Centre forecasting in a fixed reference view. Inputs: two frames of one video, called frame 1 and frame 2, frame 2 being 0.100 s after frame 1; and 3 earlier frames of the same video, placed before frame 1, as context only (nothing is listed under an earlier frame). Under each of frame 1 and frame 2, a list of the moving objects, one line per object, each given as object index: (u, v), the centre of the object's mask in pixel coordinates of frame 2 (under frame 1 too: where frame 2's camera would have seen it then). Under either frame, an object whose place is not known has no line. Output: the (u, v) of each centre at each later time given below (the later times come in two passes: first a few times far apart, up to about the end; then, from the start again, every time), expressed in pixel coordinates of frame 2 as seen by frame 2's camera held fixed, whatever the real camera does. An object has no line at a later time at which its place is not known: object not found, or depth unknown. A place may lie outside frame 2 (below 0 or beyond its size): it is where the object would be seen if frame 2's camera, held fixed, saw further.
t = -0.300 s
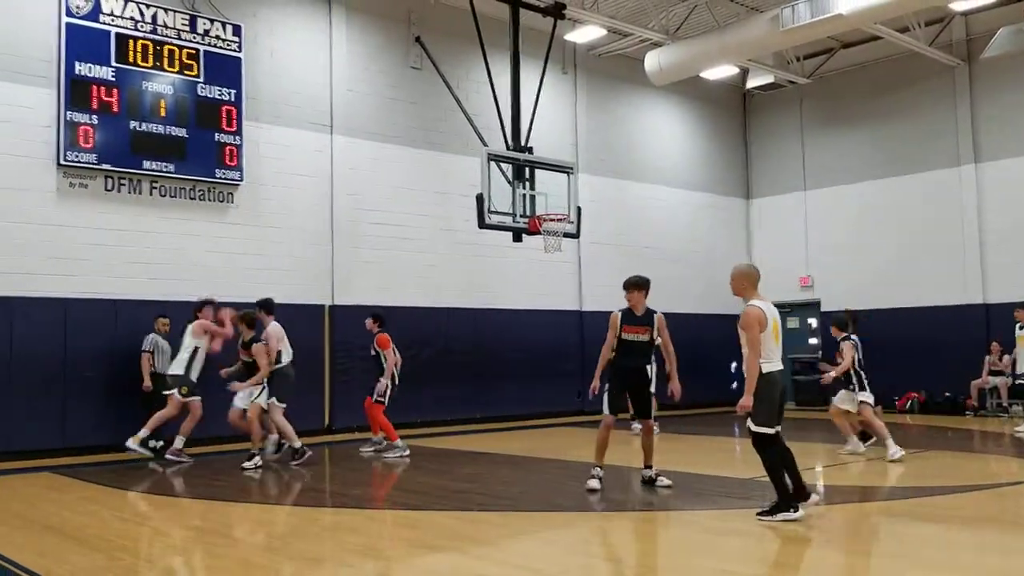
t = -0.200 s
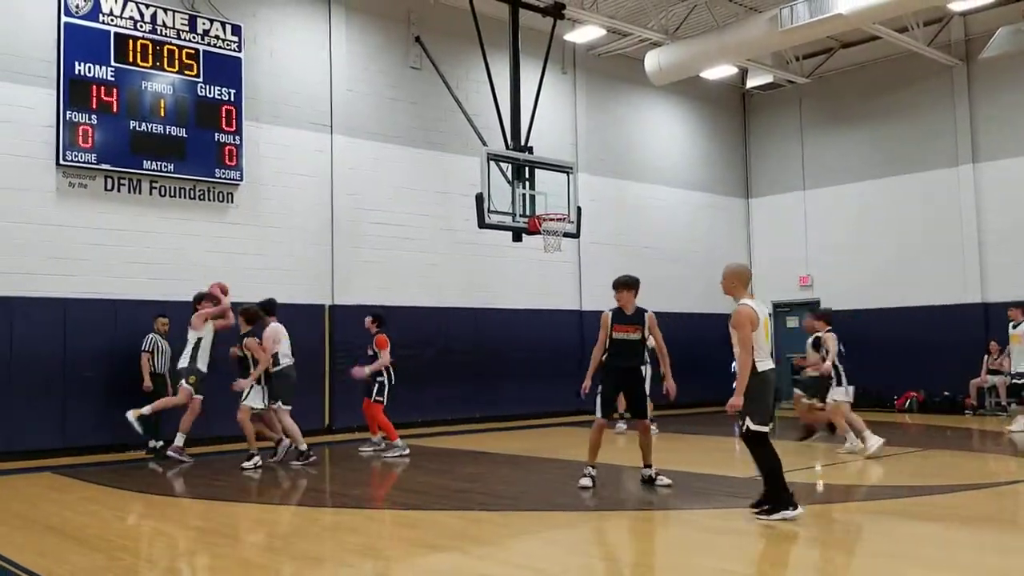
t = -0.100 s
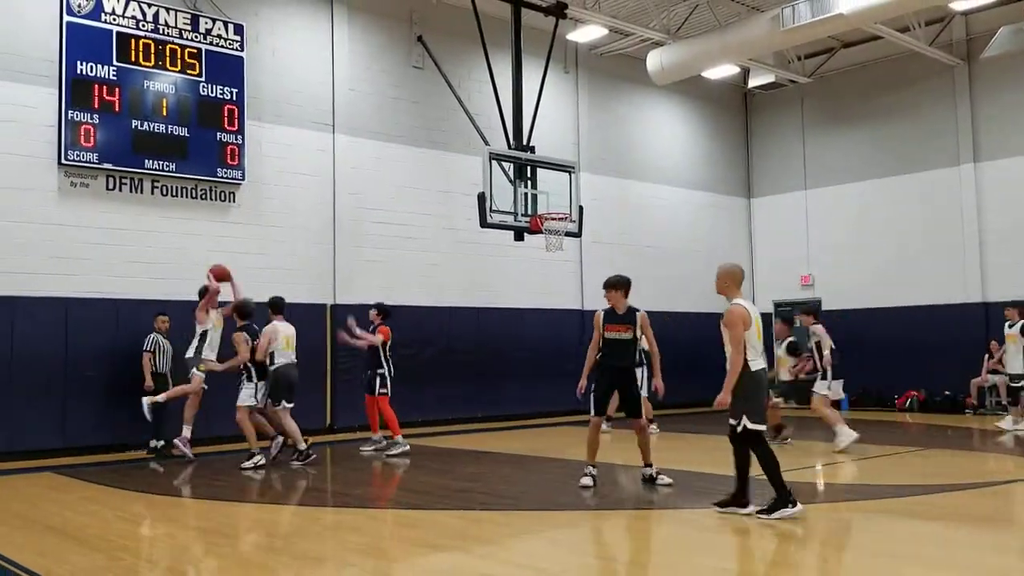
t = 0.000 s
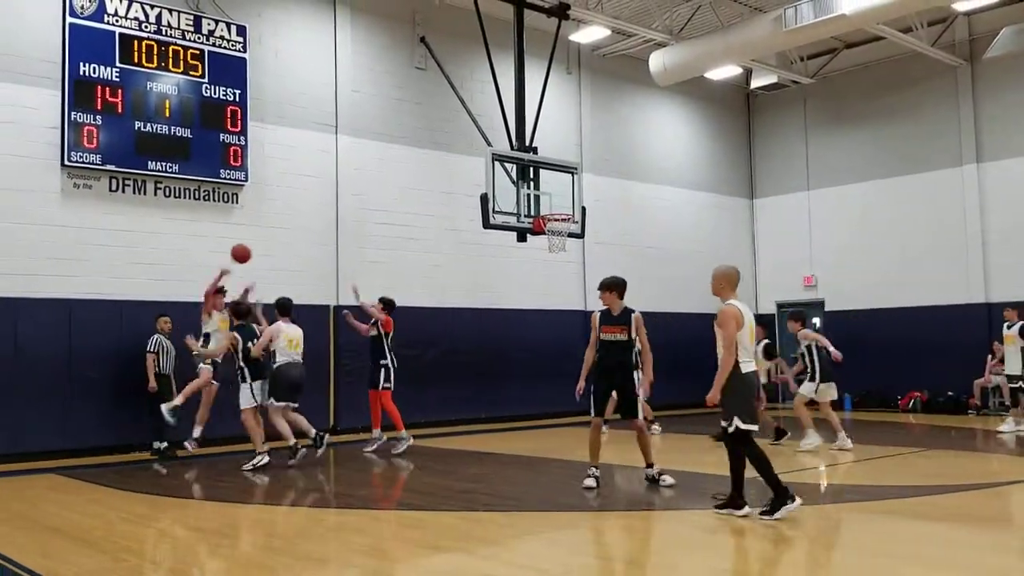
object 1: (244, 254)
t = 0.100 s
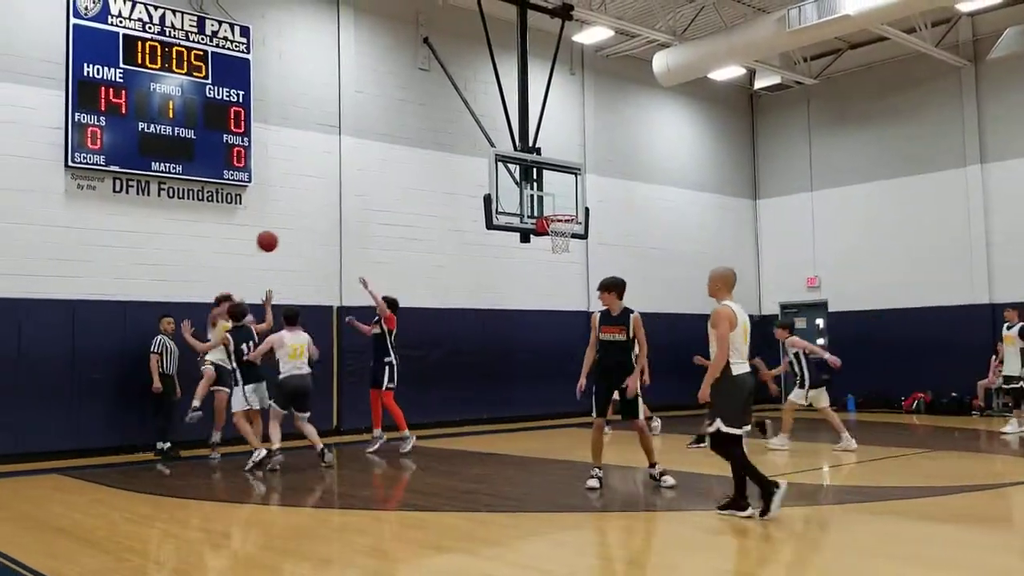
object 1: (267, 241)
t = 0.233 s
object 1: (302, 236)
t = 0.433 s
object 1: (369, 262)
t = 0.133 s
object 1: (275, 238)
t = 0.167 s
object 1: (284, 237)
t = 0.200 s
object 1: (293, 235)
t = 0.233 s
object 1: (302, 236)
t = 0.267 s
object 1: (312, 237)
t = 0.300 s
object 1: (322, 239)
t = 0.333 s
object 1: (333, 243)
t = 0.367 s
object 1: (345, 248)
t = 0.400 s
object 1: (356, 254)
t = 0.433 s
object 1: (369, 262)
